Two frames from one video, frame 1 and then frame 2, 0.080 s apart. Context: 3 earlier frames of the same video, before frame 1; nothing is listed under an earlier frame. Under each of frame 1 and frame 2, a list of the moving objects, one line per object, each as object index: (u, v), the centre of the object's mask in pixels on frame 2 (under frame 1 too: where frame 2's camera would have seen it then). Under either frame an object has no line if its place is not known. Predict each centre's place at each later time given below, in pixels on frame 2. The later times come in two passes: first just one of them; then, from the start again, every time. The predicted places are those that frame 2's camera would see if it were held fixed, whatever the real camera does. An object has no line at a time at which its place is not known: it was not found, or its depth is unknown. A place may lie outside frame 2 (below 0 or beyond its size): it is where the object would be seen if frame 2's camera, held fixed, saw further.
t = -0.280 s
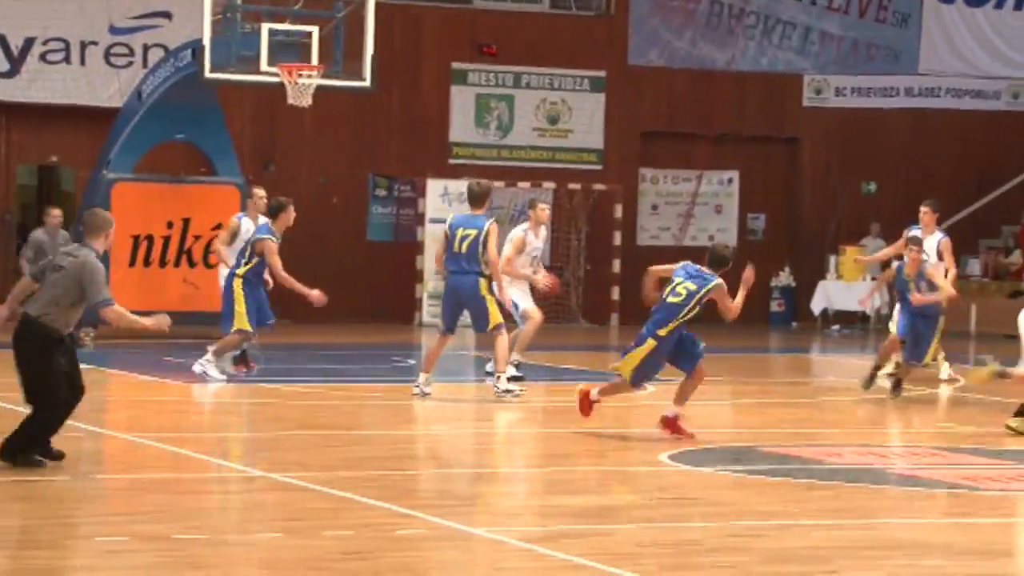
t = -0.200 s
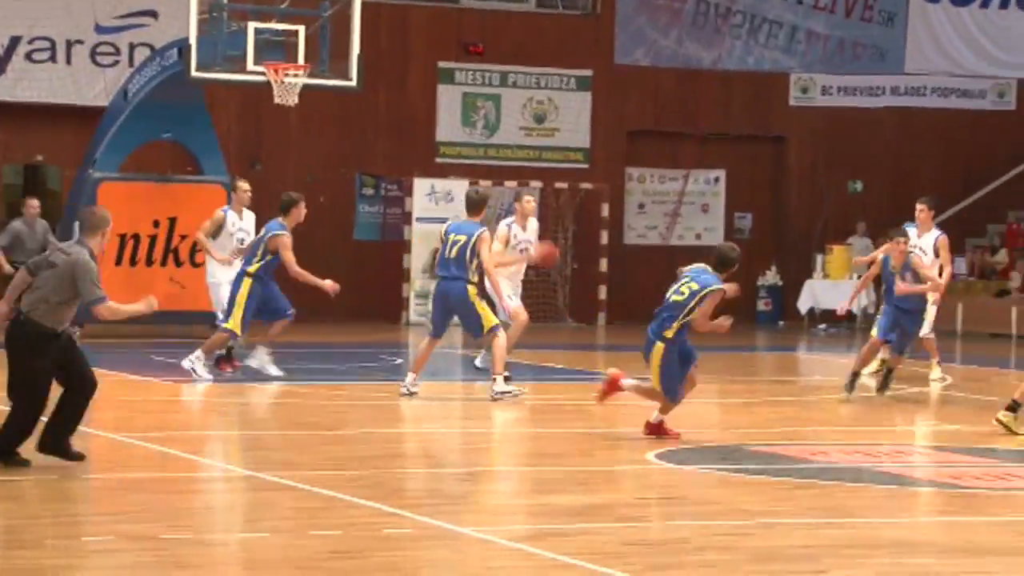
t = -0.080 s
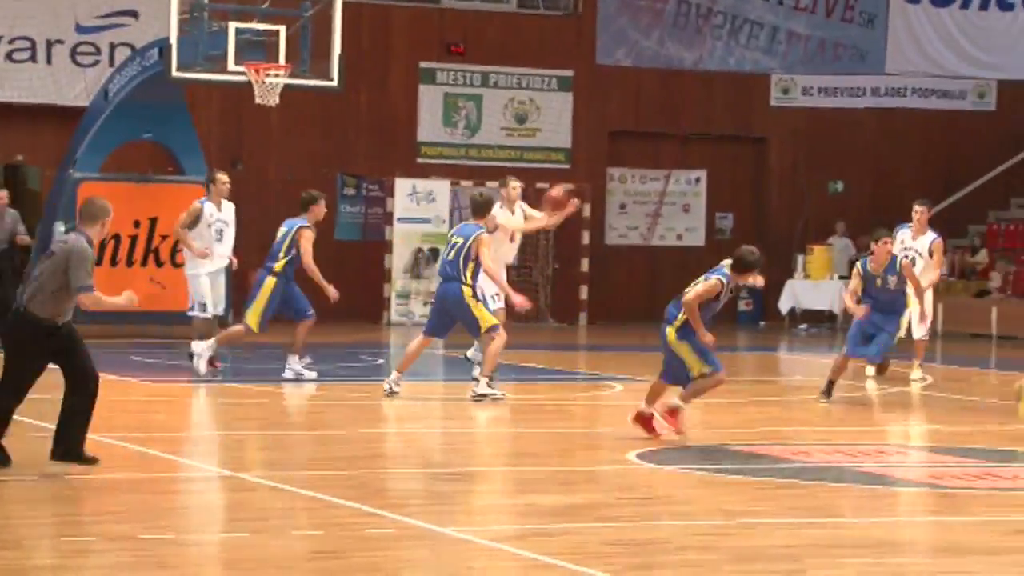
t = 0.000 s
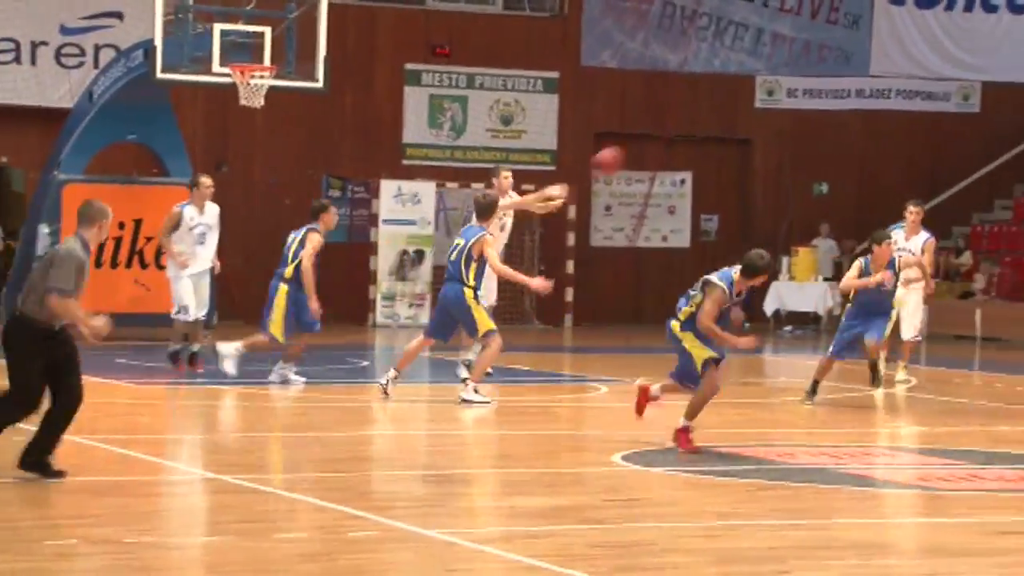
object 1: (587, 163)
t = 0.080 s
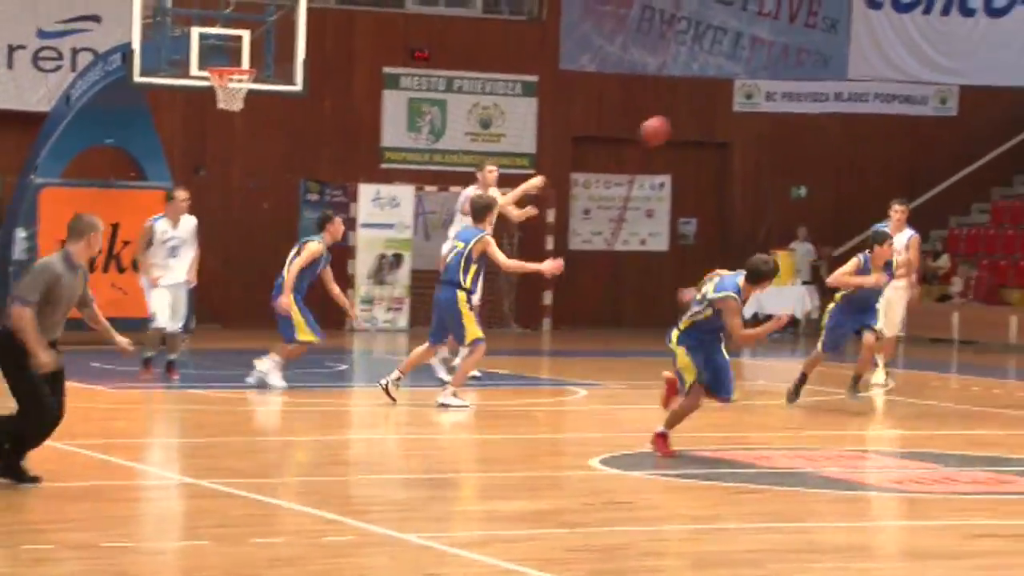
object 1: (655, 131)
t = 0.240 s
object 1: (798, 78)
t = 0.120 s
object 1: (690, 116)
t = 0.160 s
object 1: (723, 102)
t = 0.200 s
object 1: (760, 88)
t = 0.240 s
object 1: (798, 78)
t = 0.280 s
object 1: (832, 67)
